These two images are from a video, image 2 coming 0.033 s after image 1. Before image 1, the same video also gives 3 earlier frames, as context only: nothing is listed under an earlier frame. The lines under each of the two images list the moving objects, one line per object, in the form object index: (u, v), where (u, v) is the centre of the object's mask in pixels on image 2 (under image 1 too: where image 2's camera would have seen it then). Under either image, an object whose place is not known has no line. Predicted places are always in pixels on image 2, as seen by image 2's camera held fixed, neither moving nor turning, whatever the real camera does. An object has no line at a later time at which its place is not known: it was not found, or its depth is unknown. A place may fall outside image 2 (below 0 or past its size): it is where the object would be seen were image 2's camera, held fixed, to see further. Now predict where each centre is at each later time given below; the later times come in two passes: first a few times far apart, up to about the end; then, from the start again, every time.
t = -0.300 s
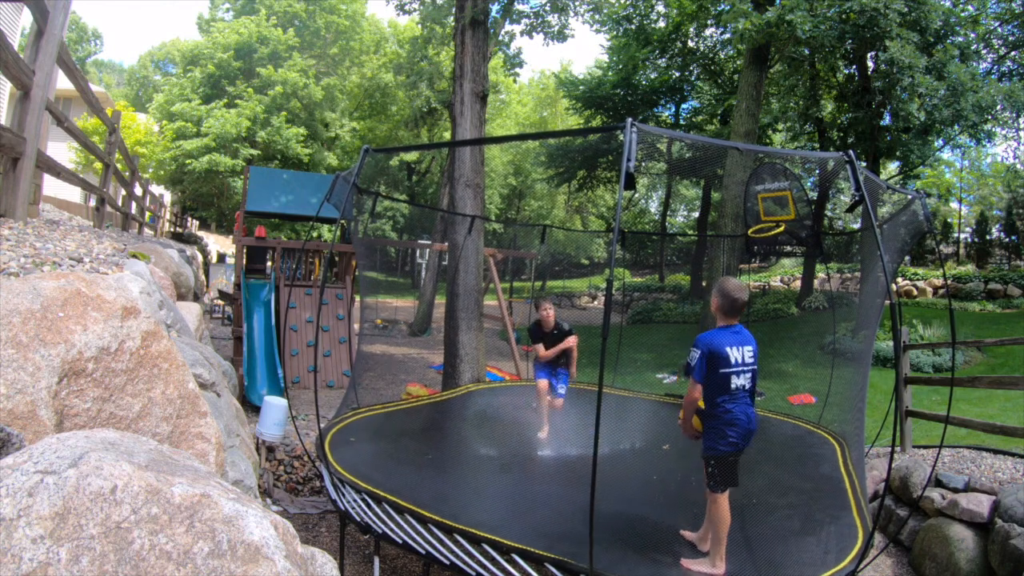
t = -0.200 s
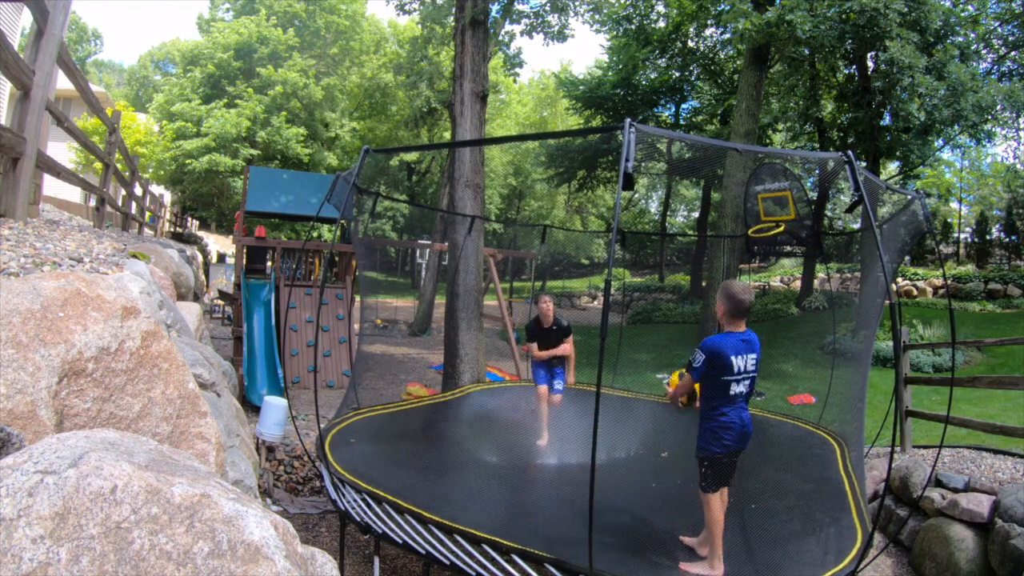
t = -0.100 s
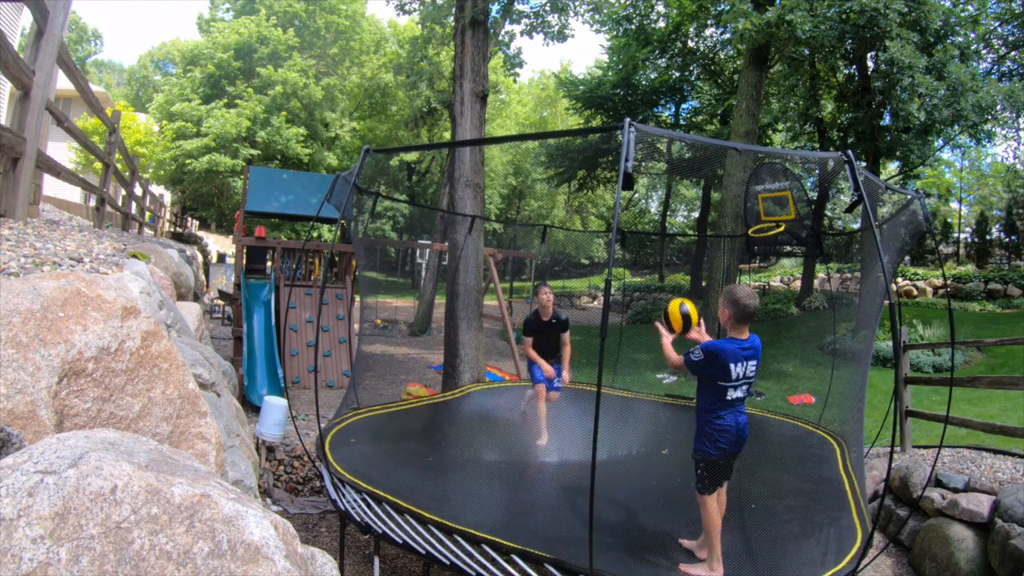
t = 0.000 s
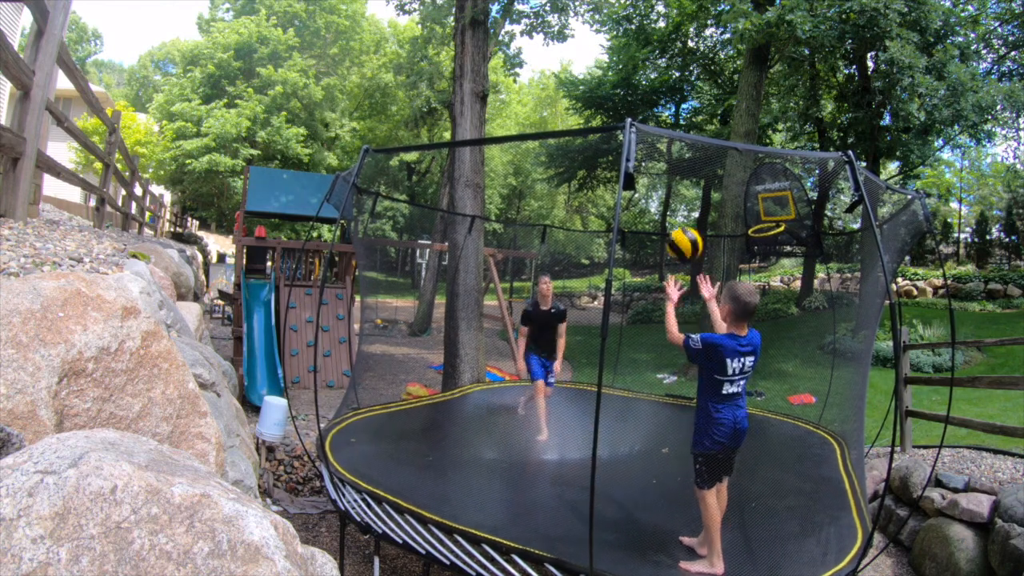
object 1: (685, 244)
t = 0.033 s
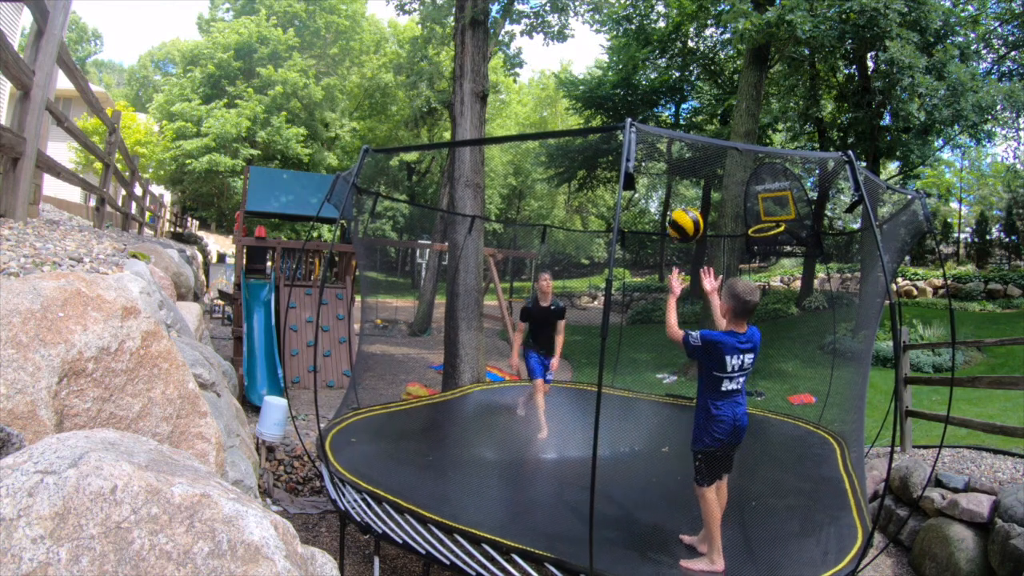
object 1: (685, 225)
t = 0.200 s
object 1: (685, 158)
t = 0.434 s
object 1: (683, 140)
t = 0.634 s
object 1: (677, 192)
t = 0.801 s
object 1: (669, 282)
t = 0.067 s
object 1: (686, 207)
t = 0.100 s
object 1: (686, 191)
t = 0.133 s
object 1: (686, 178)
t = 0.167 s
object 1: (686, 166)
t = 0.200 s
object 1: (685, 158)
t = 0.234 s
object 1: (684, 152)
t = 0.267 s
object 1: (684, 145)
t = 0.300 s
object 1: (684, 140)
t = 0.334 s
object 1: (685, 139)
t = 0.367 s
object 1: (684, 134)
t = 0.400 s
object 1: (682, 138)
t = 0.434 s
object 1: (683, 140)
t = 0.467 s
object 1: (681, 148)
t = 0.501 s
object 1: (681, 152)
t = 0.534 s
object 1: (680, 158)
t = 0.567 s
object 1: (680, 168)
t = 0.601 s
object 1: (679, 179)
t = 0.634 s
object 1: (677, 192)
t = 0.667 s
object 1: (676, 207)
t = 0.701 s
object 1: (674, 223)
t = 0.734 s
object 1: (672, 241)
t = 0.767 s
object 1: (670, 261)
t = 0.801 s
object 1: (669, 282)
